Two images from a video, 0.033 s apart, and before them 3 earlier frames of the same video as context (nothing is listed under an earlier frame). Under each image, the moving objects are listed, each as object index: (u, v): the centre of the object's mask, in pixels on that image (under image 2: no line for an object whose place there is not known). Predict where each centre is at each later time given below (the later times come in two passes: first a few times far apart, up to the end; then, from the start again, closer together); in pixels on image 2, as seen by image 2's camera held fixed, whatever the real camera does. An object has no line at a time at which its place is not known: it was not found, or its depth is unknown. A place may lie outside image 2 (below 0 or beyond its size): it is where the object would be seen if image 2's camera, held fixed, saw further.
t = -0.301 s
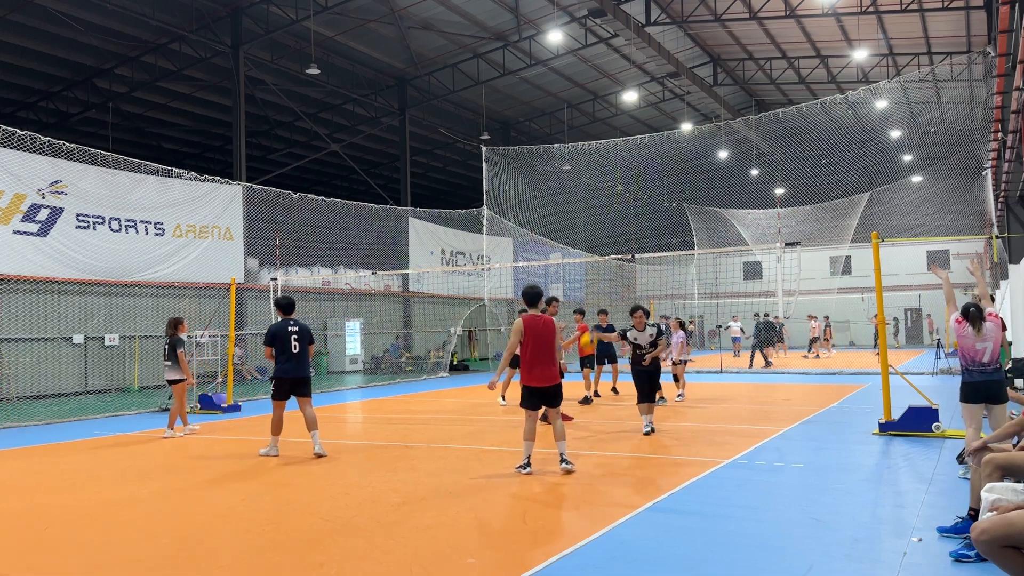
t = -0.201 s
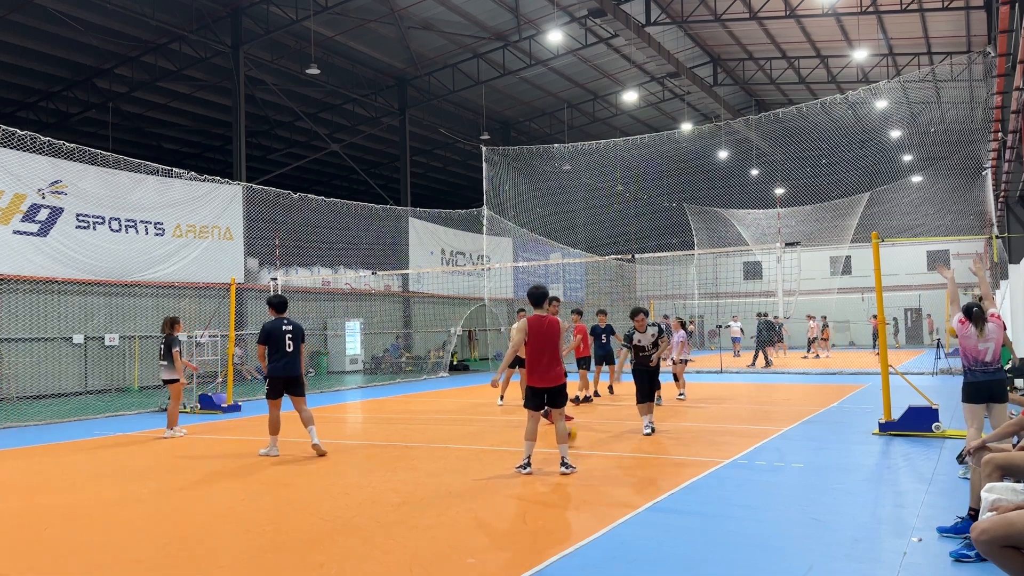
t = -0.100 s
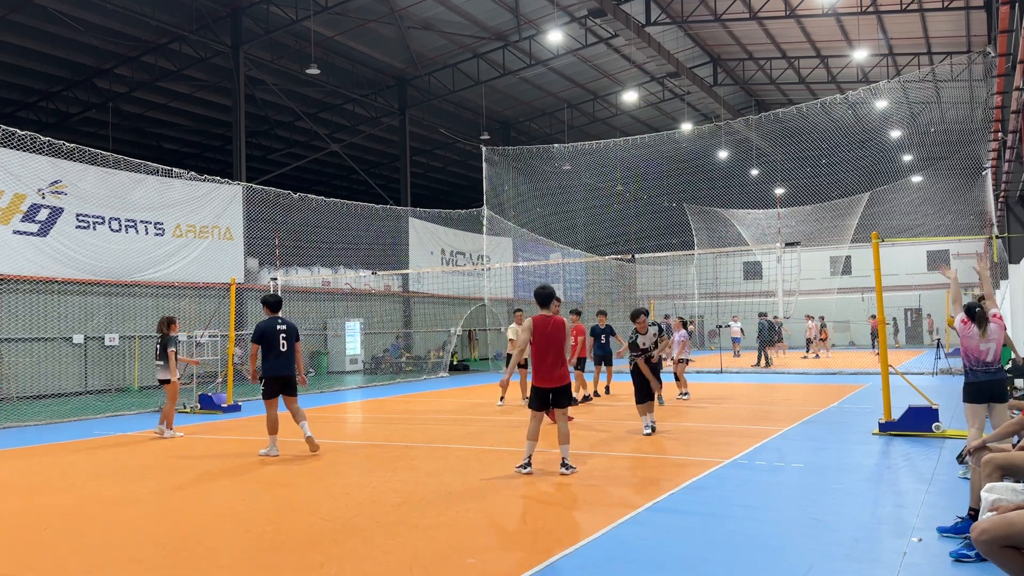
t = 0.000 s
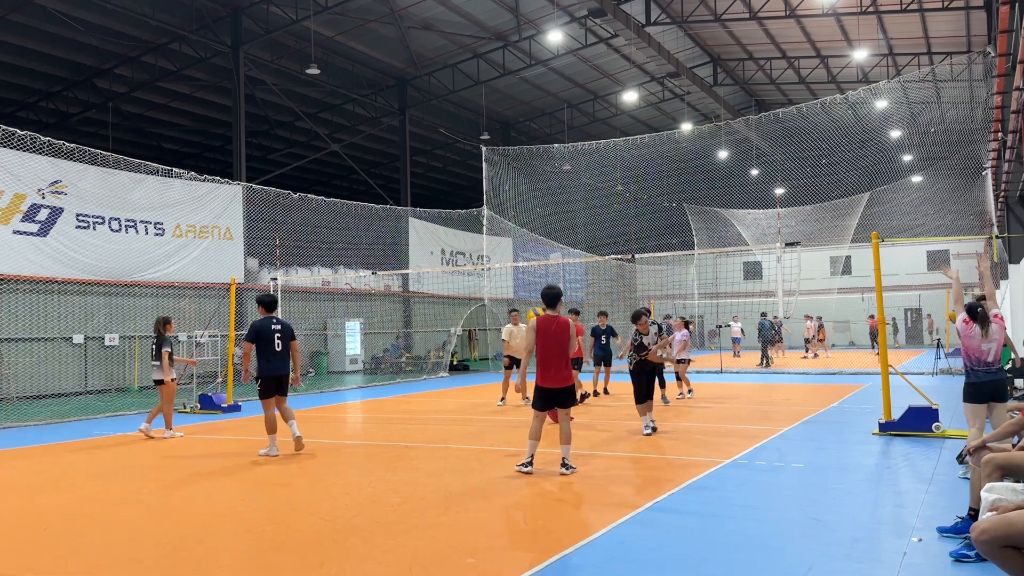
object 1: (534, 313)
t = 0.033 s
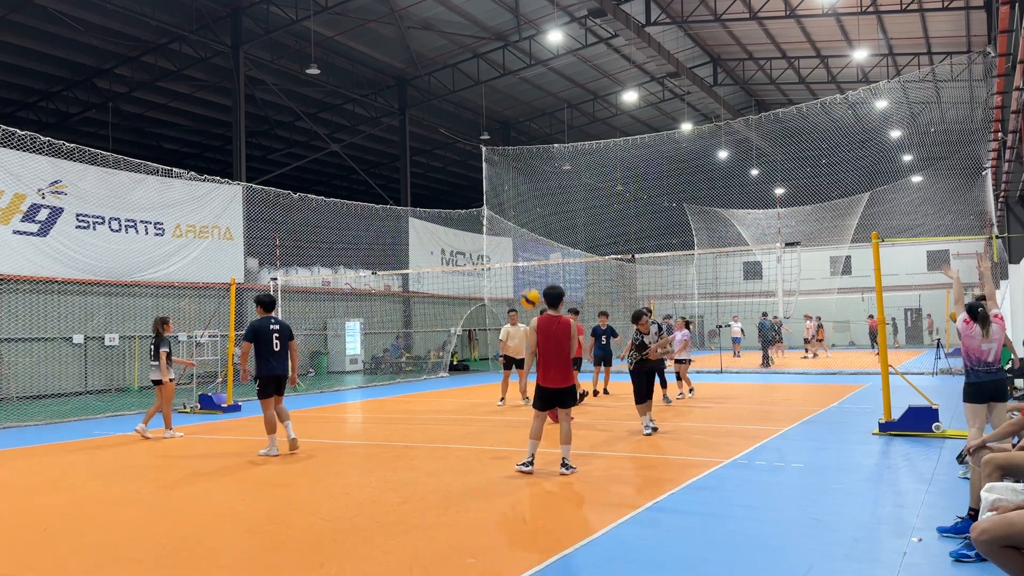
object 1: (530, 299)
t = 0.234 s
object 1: (495, 200)
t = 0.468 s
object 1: (450, 122)
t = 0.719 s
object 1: (395, 93)
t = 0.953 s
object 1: (336, 131)
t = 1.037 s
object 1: (313, 163)
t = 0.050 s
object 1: (528, 289)
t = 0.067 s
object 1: (525, 281)
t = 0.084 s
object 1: (522, 272)
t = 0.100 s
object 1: (519, 263)
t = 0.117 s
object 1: (517, 254)
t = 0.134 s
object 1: (514, 246)
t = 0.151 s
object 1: (511, 237)
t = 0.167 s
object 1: (508, 230)
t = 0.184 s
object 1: (505, 223)
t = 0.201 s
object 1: (502, 214)
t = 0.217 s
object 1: (499, 207)
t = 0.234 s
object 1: (495, 200)
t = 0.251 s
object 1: (492, 194)
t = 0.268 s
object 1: (489, 186)
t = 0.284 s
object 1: (486, 180)
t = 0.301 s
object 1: (483, 173)
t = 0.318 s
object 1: (480, 168)
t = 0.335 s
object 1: (477, 162)
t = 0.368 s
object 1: (471, 151)
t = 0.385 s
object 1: (467, 145)
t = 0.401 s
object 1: (464, 140)
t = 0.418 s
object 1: (461, 135)
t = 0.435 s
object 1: (457, 131)
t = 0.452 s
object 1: (454, 127)
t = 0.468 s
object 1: (450, 122)
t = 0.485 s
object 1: (447, 119)
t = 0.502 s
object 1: (444, 115)
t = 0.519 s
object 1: (440, 112)
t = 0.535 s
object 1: (437, 109)
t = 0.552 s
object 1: (433, 106)
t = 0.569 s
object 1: (429, 103)
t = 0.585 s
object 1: (426, 101)
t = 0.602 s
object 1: (422, 99)
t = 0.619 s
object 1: (418, 97)
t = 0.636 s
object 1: (414, 96)
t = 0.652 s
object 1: (411, 95)
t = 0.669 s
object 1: (407, 94)
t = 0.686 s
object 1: (403, 93)
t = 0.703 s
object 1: (399, 93)
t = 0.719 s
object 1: (395, 93)
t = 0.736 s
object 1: (391, 94)
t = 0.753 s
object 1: (387, 94)
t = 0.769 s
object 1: (383, 95)
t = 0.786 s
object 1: (379, 97)
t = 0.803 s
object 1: (375, 99)
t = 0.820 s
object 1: (371, 101)
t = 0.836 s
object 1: (366, 103)
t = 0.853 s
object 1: (362, 106)
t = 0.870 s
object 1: (358, 109)
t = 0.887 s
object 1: (354, 113)
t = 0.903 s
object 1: (349, 116)
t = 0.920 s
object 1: (345, 121)
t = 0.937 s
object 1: (341, 126)
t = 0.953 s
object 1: (336, 131)
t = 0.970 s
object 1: (331, 136)
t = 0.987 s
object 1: (327, 142)
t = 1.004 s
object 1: (322, 149)
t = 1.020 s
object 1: (318, 156)
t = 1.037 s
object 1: (313, 163)
